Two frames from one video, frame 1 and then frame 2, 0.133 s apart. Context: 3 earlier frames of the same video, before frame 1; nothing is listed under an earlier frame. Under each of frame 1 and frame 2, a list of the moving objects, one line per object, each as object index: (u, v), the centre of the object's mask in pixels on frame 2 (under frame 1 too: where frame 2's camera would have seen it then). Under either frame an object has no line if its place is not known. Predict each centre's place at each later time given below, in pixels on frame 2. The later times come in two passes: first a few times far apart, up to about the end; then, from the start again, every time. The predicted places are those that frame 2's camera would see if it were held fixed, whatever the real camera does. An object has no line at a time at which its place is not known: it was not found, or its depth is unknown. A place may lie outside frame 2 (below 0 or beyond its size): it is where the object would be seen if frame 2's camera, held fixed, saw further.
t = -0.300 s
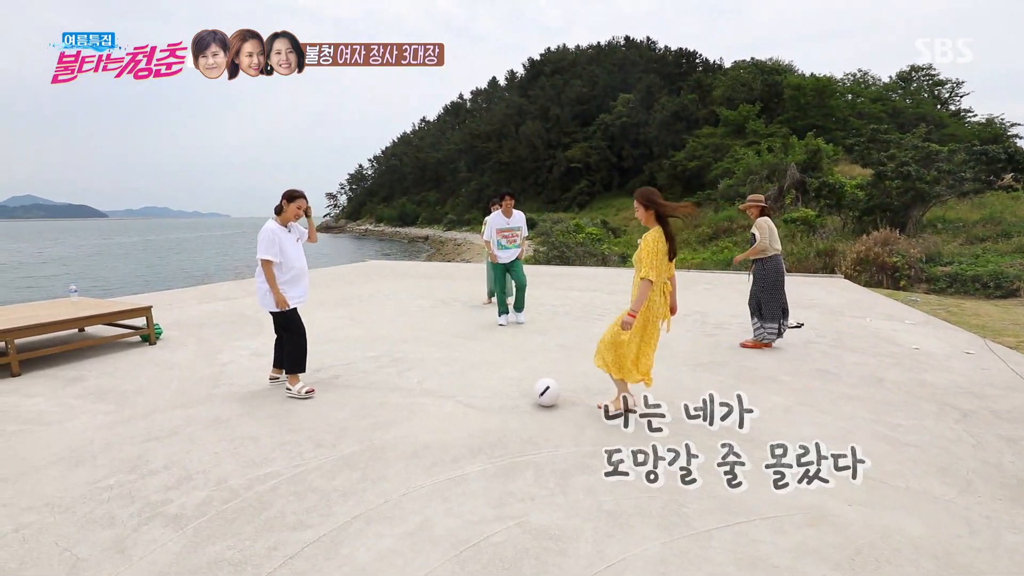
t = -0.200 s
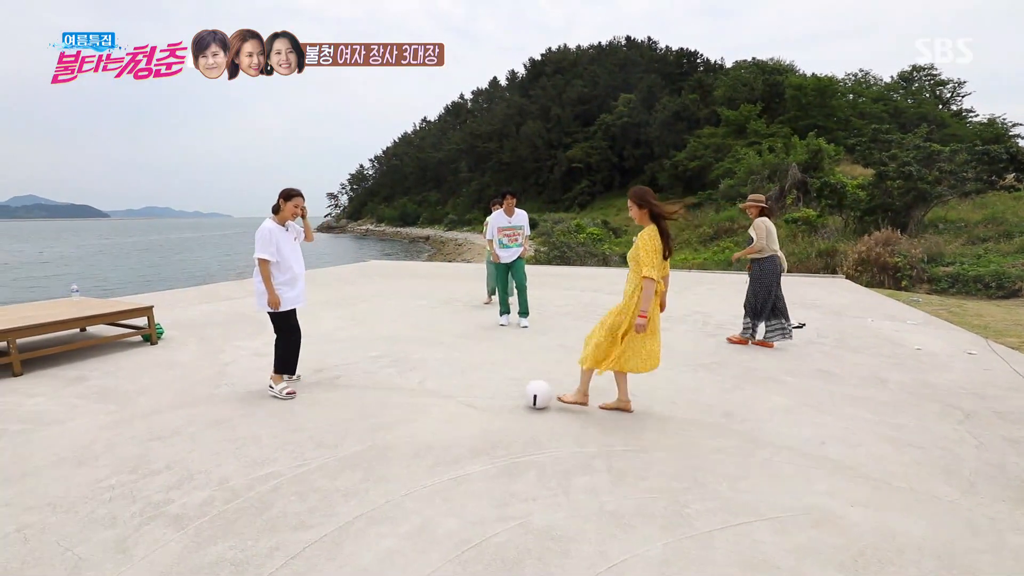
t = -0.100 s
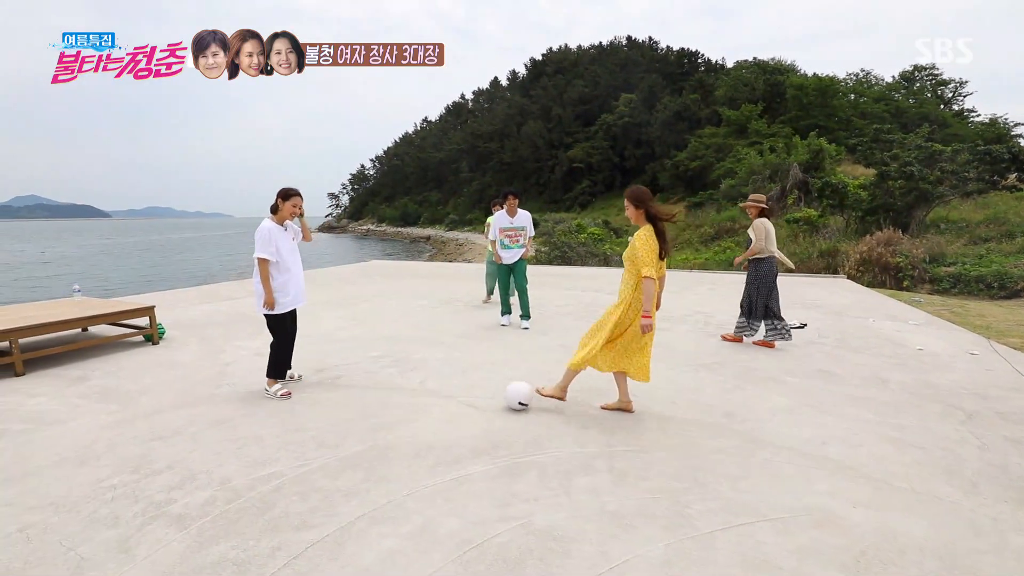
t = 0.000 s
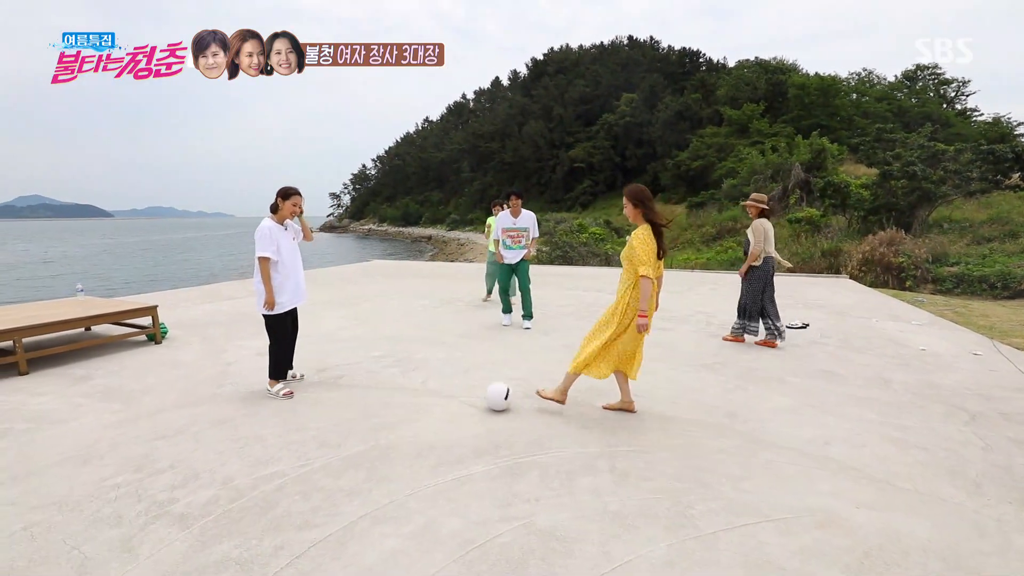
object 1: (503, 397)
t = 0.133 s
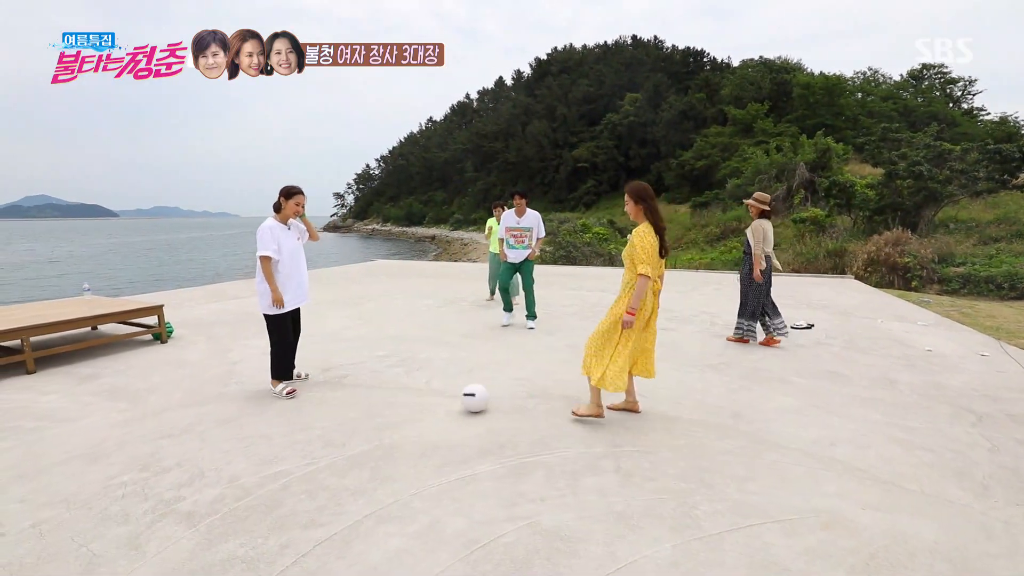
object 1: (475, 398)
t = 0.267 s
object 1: (447, 399)
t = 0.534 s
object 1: (391, 403)
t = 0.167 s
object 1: (469, 398)
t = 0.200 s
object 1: (462, 399)
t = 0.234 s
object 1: (455, 399)
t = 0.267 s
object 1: (447, 399)
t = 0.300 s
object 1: (440, 400)
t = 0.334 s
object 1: (433, 401)
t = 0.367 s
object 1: (425, 401)
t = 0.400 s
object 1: (418, 401)
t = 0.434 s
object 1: (412, 402)
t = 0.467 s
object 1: (405, 402)
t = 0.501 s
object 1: (398, 403)
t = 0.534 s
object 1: (391, 403)
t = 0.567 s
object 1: (384, 403)
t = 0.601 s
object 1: (378, 404)
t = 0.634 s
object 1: (371, 404)
